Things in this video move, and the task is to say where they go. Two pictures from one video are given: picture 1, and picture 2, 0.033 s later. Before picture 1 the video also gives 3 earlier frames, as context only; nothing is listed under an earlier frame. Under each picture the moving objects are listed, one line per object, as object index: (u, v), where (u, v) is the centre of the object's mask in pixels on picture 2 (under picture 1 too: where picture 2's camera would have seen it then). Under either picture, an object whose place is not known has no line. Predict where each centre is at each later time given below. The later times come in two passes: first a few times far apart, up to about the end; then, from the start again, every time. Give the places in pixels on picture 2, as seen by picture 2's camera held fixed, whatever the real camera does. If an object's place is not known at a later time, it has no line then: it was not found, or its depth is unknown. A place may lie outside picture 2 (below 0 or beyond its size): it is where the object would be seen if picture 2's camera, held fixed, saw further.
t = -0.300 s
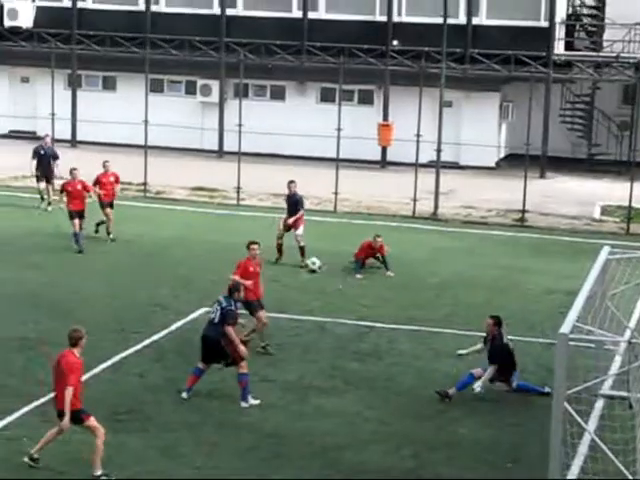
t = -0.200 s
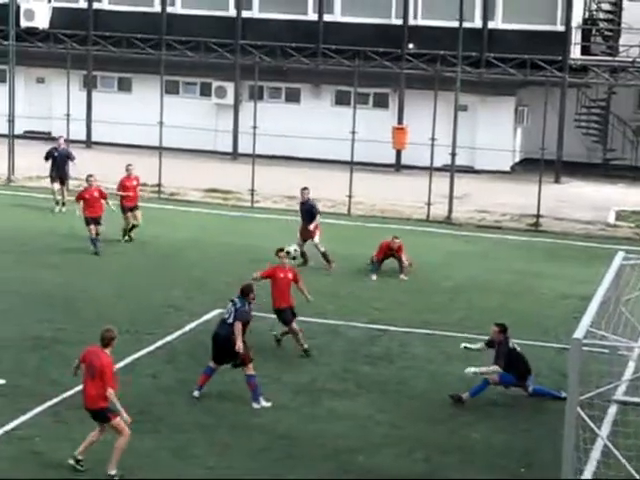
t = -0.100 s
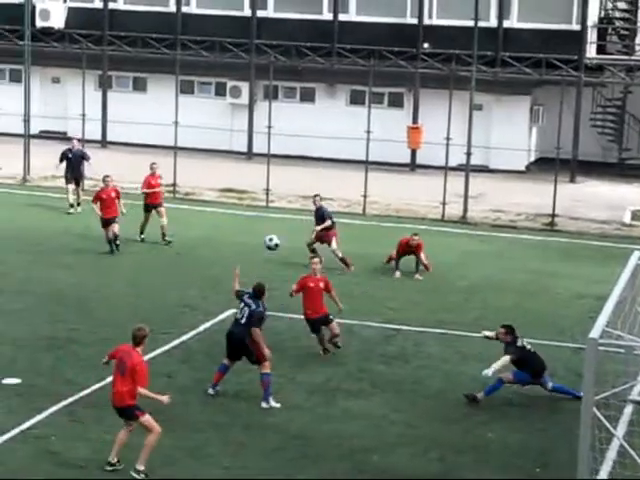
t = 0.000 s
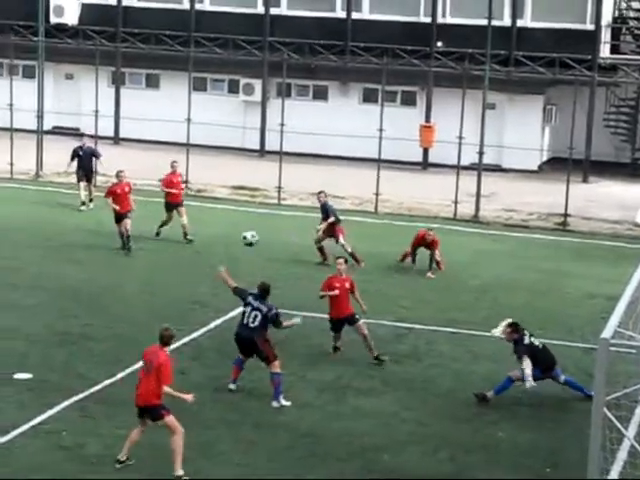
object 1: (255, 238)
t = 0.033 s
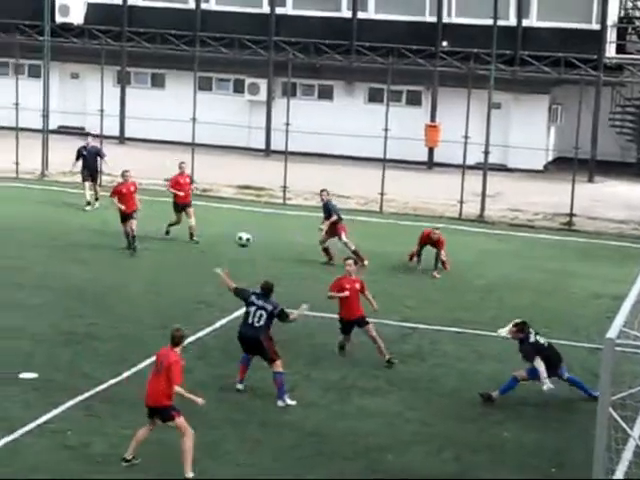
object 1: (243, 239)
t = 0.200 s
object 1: (187, 257)
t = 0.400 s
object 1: (122, 304)
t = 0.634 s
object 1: (48, 354)
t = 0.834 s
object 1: (-17, 303)
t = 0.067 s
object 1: (232, 241)
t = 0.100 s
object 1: (221, 244)
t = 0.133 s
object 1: (209, 247)
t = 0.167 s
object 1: (198, 252)
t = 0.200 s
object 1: (187, 257)
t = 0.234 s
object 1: (176, 263)
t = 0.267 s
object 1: (165, 269)
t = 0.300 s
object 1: (154, 277)
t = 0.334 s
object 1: (143, 285)
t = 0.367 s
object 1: (133, 294)
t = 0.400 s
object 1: (122, 304)
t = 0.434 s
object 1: (111, 315)
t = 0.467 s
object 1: (100, 326)
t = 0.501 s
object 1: (90, 338)
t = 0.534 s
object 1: (79, 350)
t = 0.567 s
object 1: (69, 364)
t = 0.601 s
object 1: (59, 366)
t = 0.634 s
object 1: (48, 354)
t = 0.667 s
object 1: (38, 343)
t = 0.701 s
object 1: (26, 334)
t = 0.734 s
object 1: (15, 325)
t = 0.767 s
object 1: (5, 318)
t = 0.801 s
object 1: (-6, 310)
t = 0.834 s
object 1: (-17, 303)
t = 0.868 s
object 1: (-27, 297)
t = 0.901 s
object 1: (-39, 293)
